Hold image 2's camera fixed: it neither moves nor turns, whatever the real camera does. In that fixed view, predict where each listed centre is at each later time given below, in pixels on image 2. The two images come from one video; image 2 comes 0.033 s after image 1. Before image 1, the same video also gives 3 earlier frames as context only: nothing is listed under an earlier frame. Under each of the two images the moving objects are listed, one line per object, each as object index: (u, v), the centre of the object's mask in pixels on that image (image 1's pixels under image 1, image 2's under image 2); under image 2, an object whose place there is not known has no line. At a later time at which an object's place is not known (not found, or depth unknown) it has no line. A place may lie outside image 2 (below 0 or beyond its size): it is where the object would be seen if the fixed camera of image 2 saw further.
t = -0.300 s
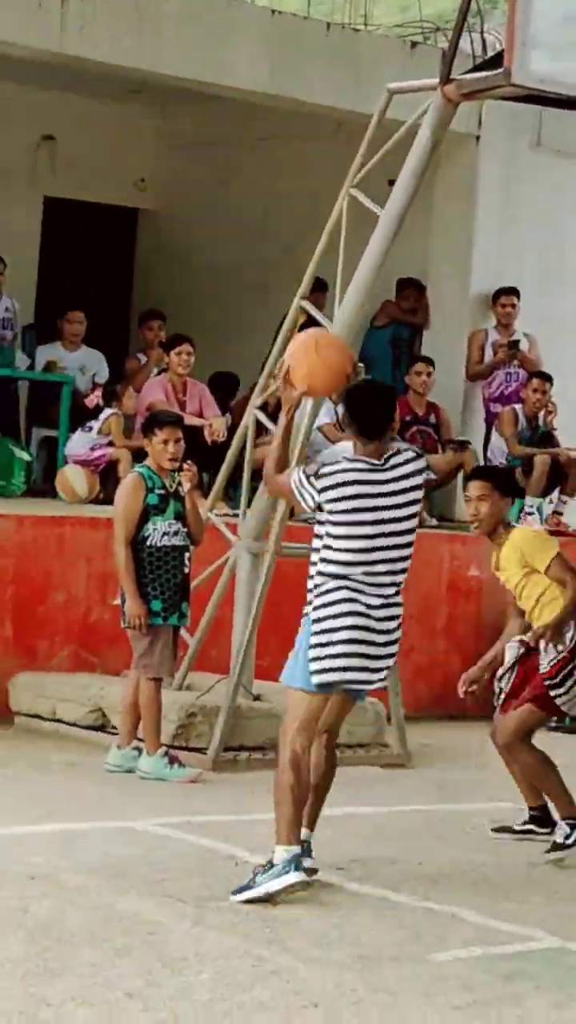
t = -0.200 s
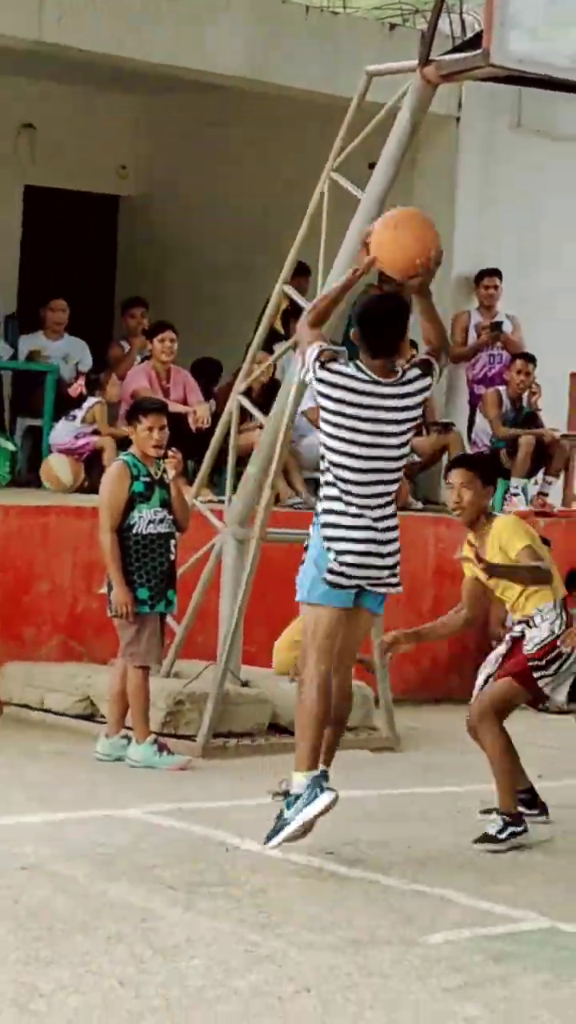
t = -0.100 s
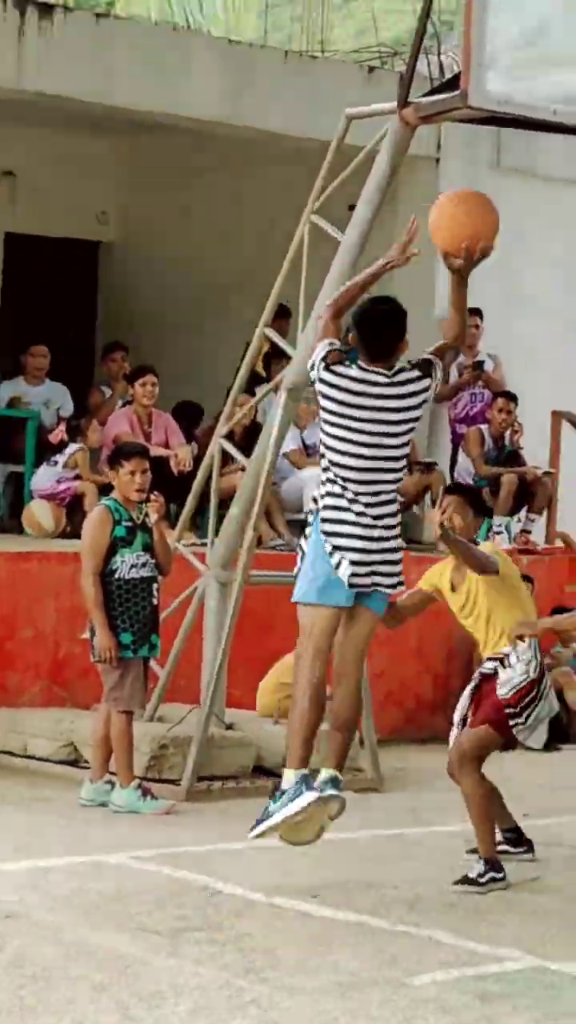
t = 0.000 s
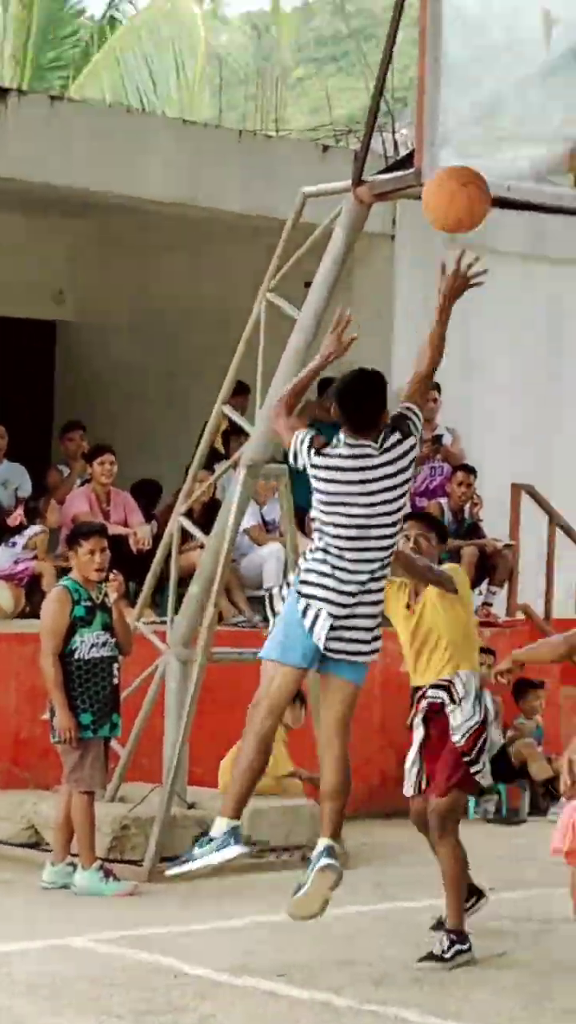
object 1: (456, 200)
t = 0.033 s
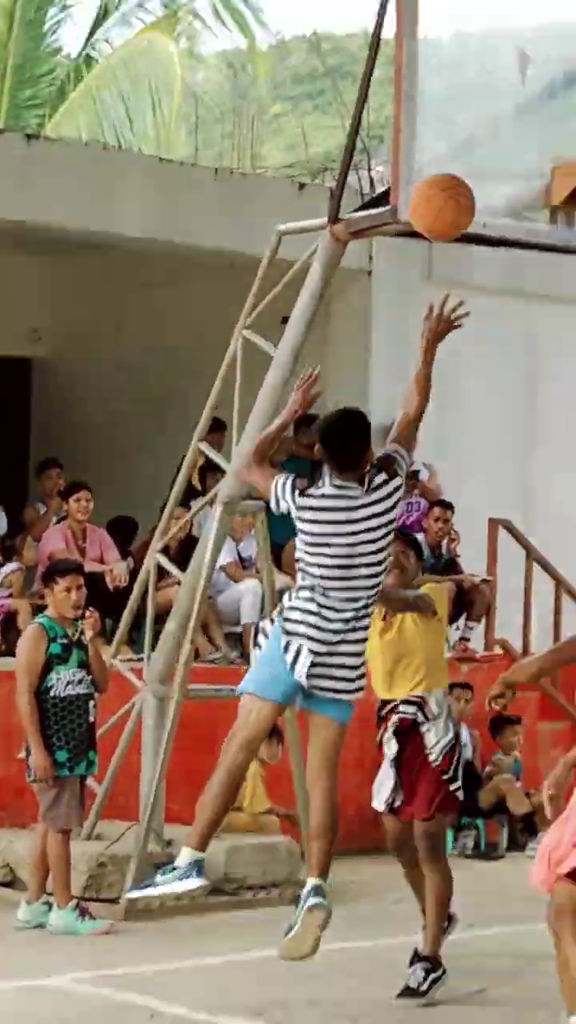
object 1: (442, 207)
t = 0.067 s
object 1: (452, 180)
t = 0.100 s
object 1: (461, 158)
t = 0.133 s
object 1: (468, 140)
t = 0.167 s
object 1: (475, 124)
